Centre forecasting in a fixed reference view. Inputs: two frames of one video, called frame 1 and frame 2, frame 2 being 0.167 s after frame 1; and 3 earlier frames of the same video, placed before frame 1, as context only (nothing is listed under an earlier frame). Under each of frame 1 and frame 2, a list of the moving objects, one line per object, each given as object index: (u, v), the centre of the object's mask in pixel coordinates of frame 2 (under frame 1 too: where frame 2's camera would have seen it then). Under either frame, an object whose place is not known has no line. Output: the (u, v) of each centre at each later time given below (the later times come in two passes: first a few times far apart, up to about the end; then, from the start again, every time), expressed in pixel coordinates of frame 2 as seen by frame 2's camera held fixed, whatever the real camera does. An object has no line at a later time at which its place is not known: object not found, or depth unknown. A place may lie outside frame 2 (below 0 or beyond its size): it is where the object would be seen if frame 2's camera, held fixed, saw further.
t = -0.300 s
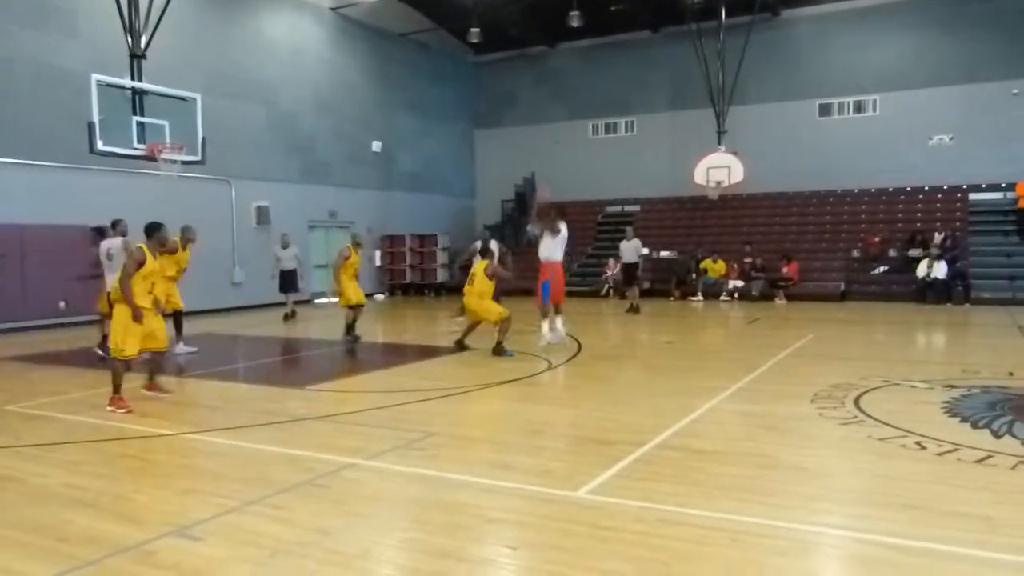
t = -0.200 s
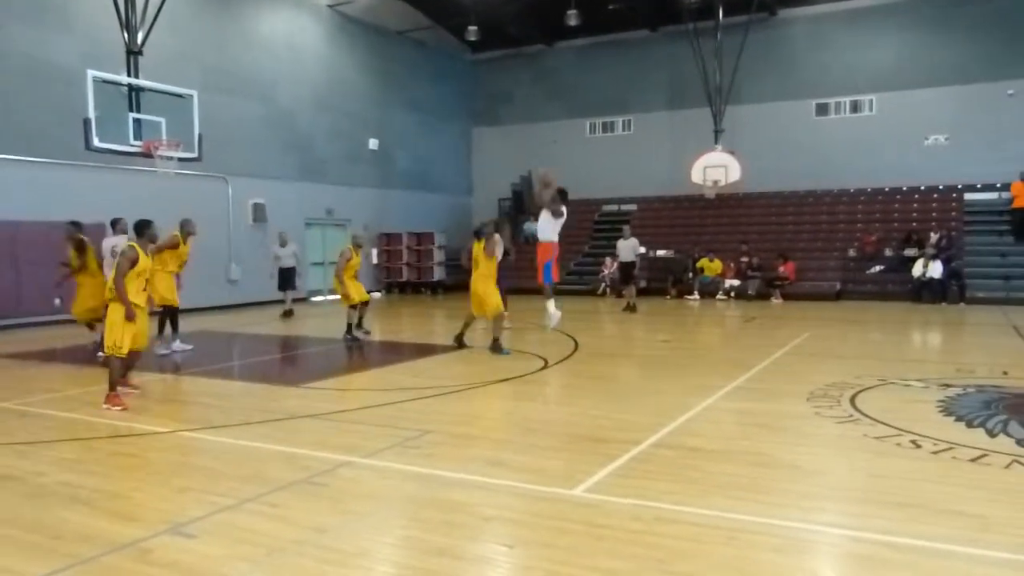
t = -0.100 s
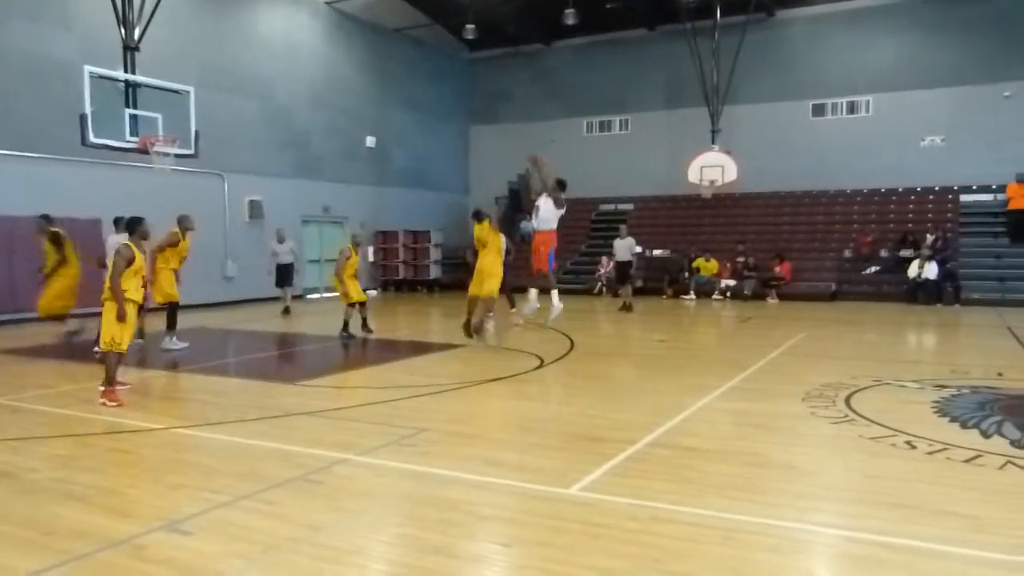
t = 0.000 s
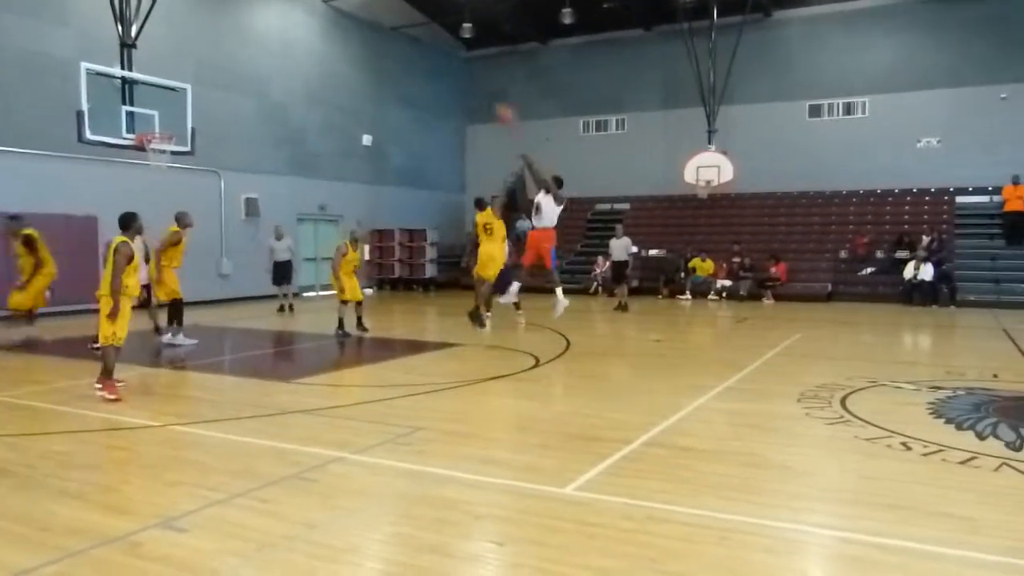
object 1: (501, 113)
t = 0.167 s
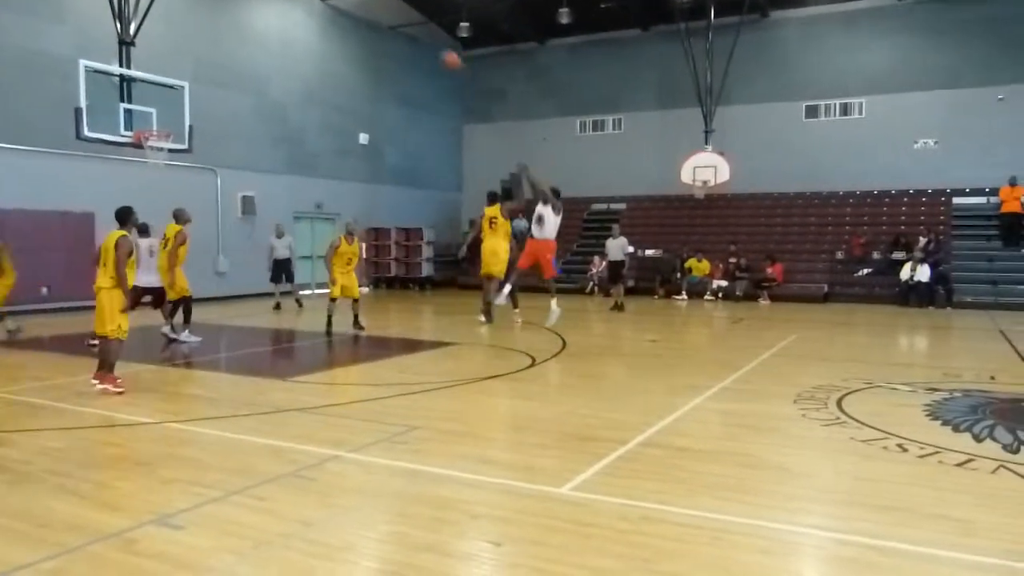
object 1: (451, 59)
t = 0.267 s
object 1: (420, 38)
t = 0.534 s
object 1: (344, 14)
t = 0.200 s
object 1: (441, 51)
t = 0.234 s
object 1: (431, 44)
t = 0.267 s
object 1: (420, 38)
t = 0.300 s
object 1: (410, 32)
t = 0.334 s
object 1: (400, 27)
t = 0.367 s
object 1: (391, 23)
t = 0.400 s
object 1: (382, 19)
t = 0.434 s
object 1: (371, 17)
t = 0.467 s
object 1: (363, 14)
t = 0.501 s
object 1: (353, 13)
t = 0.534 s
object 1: (344, 14)
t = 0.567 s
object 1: (334, 14)
